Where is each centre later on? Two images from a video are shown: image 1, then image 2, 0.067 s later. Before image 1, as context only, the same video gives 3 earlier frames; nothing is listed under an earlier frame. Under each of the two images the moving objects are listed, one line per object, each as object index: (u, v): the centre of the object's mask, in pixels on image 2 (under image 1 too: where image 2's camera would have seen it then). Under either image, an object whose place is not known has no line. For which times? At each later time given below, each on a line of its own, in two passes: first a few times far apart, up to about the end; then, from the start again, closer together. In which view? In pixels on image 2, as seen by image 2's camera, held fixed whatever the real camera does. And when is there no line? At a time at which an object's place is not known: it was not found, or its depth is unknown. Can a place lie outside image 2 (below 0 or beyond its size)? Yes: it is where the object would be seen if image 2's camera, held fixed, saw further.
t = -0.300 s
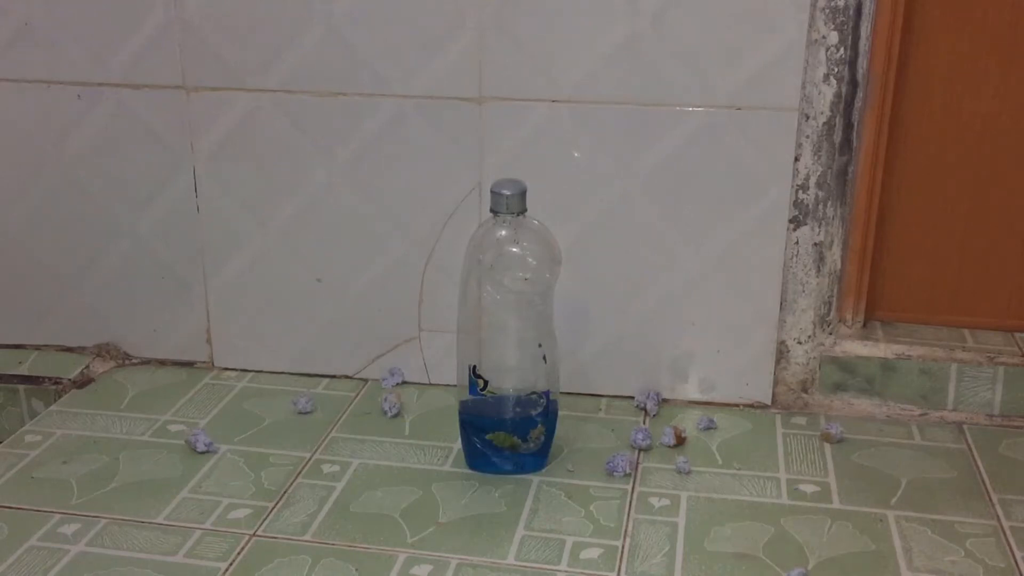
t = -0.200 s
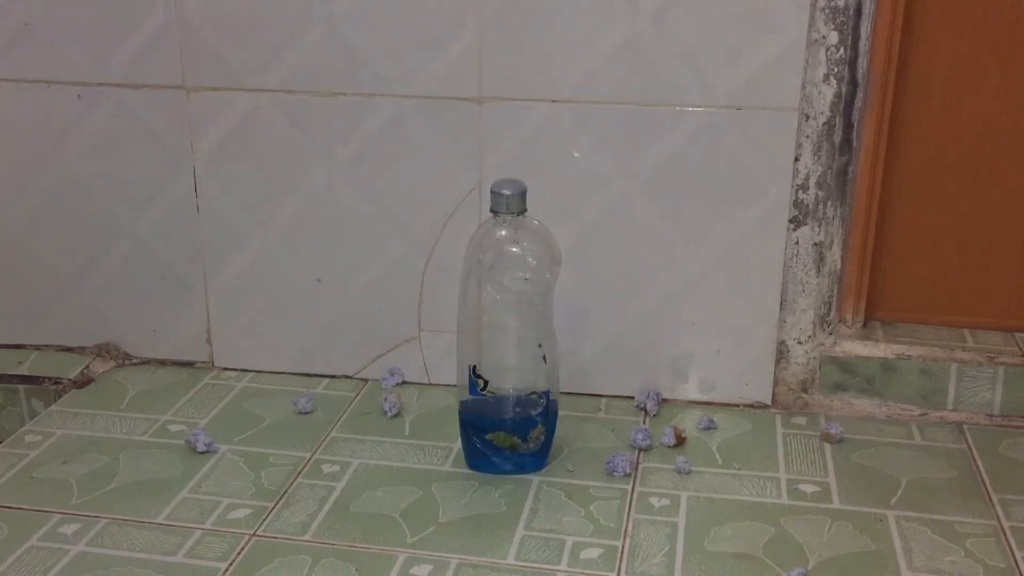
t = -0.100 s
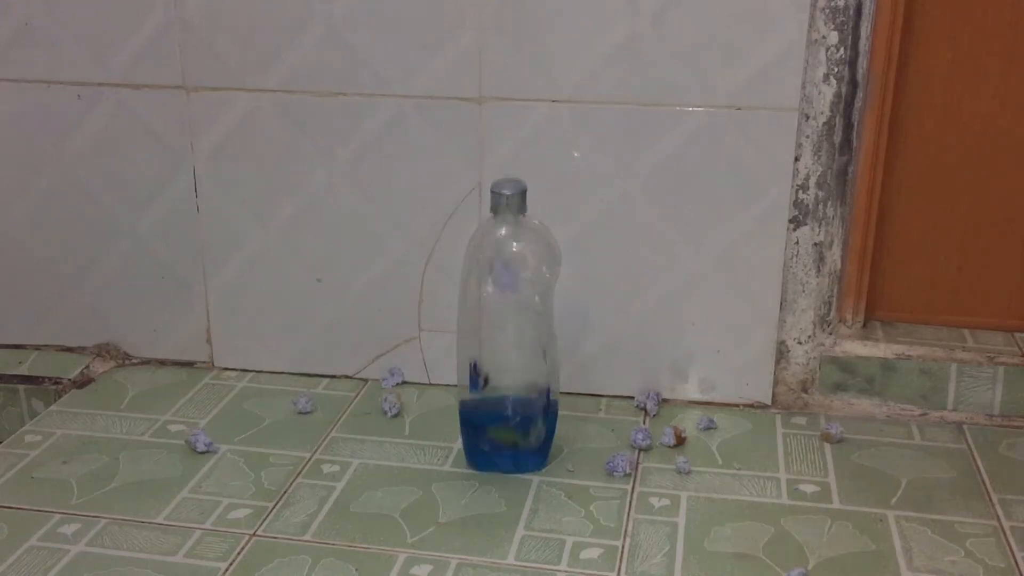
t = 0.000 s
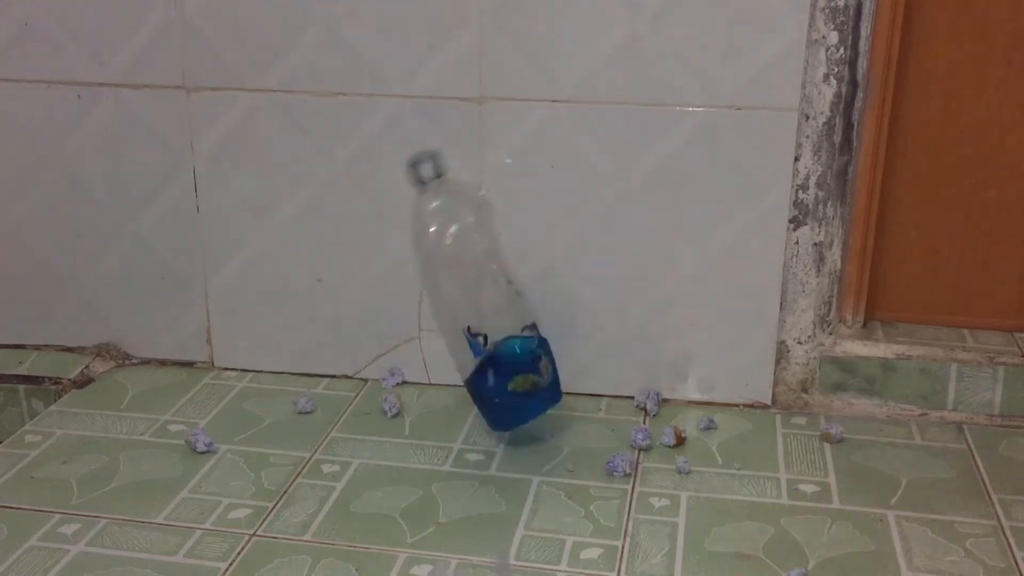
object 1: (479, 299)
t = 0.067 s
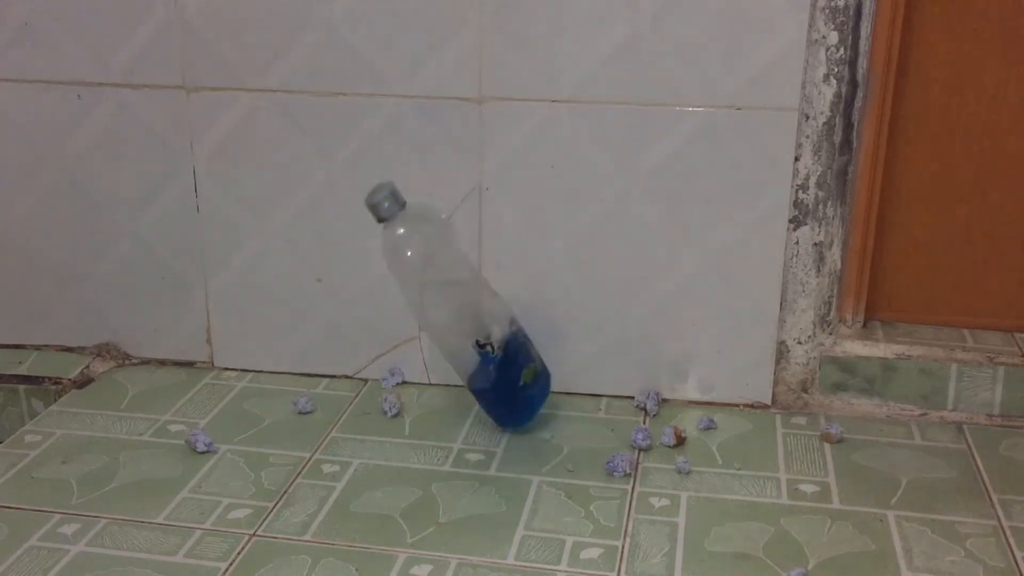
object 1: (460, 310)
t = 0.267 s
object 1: (424, 311)
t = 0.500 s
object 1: (364, 408)
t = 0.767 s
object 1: (311, 428)
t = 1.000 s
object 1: (302, 427)
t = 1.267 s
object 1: (301, 427)
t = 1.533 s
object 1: (301, 427)
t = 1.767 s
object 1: (301, 427)
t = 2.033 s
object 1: (300, 427)
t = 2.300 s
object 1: (301, 427)
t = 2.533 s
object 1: (301, 427)
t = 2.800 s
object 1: (301, 427)
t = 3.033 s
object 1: (301, 427)
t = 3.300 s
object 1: (301, 427)
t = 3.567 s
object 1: (301, 427)
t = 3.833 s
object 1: (300, 426)
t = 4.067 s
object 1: (301, 427)
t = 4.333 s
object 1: (300, 427)
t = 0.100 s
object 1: (455, 314)
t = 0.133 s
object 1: (450, 314)
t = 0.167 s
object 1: (444, 313)
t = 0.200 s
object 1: (437, 312)
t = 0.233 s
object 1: (431, 311)
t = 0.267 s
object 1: (424, 311)
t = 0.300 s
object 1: (417, 315)
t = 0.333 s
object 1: (410, 321)
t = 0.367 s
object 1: (402, 329)
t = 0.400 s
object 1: (393, 340)
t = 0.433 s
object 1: (383, 358)
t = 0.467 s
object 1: (373, 382)
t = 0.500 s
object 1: (364, 408)
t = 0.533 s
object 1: (354, 408)
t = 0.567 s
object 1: (345, 410)
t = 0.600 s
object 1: (337, 416)
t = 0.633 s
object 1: (329, 425)
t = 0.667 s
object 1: (323, 426)
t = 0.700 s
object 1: (319, 427)
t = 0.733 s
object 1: (314, 428)
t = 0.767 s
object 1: (311, 428)
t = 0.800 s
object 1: (308, 427)
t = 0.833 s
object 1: (307, 428)
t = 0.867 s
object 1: (304, 426)
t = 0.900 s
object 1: (303, 427)
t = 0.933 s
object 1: (302, 427)
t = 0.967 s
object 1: (302, 427)
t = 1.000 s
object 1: (302, 427)
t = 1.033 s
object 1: (302, 427)
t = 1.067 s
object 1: (302, 427)
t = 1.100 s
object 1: (302, 427)
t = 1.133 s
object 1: (302, 427)
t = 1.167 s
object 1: (302, 427)
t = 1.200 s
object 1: (302, 427)
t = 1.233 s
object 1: (301, 427)
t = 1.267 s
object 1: (301, 427)
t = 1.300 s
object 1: (301, 427)
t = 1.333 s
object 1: (301, 427)
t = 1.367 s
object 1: (301, 427)
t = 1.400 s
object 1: (301, 427)
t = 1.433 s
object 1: (301, 427)
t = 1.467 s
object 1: (301, 427)
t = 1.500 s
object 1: (301, 427)
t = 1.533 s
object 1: (301, 427)
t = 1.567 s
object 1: (301, 427)
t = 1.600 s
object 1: (301, 427)
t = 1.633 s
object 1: (301, 427)
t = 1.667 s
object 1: (301, 427)
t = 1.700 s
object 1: (301, 427)
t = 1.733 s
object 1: (301, 427)
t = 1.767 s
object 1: (301, 427)
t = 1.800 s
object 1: (301, 427)
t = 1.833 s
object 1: (301, 427)
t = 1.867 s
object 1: (301, 427)
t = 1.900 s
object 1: (301, 427)
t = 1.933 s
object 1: (301, 427)
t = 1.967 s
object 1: (301, 427)
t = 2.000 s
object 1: (301, 427)
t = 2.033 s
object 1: (300, 427)
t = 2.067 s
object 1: (300, 427)
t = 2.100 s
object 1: (300, 427)
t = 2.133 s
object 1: (301, 427)
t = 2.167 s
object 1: (301, 427)
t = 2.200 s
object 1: (301, 427)
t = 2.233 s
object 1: (301, 427)
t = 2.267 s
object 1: (301, 427)
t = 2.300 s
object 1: (301, 427)
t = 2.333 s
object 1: (301, 427)
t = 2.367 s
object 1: (301, 427)
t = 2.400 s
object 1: (301, 427)
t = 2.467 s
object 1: (301, 427)
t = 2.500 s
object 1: (301, 427)
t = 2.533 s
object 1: (301, 427)
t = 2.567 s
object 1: (301, 427)
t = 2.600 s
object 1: (301, 427)
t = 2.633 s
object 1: (301, 427)
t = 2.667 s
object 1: (301, 427)
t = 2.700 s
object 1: (301, 427)
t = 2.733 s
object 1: (301, 427)
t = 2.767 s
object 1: (301, 427)
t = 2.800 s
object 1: (301, 427)
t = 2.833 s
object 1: (301, 427)
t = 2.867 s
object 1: (301, 427)
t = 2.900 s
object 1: (301, 427)
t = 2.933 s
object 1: (301, 427)
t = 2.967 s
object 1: (301, 427)
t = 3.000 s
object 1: (301, 427)
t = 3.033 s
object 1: (301, 427)
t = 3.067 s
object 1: (301, 427)
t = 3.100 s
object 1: (301, 427)
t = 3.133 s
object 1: (301, 427)
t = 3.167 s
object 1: (301, 427)
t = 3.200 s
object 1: (301, 427)
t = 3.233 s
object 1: (301, 427)
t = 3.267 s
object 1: (301, 427)
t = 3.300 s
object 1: (301, 427)
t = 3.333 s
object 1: (301, 427)
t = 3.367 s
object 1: (301, 427)
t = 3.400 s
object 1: (301, 427)
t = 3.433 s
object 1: (301, 427)
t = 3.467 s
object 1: (301, 427)
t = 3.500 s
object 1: (301, 427)
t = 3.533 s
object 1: (301, 427)
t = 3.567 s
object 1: (301, 427)
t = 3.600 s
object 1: (301, 427)
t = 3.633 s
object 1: (300, 427)
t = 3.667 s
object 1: (300, 427)
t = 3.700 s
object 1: (300, 427)
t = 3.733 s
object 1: (300, 426)
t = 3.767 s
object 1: (300, 426)
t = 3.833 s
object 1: (300, 426)
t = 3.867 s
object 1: (301, 427)
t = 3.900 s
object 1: (301, 427)
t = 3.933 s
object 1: (302, 427)
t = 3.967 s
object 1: (302, 427)
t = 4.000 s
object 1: (300, 427)
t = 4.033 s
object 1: (302, 427)
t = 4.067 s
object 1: (301, 427)
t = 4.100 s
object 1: (301, 427)
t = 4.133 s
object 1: (301, 427)
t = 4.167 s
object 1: (300, 427)
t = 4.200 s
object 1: (300, 427)
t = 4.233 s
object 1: (300, 427)
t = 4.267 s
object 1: (300, 427)
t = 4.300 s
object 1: (302, 427)
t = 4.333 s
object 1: (300, 427)
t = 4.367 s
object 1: (302, 427)
